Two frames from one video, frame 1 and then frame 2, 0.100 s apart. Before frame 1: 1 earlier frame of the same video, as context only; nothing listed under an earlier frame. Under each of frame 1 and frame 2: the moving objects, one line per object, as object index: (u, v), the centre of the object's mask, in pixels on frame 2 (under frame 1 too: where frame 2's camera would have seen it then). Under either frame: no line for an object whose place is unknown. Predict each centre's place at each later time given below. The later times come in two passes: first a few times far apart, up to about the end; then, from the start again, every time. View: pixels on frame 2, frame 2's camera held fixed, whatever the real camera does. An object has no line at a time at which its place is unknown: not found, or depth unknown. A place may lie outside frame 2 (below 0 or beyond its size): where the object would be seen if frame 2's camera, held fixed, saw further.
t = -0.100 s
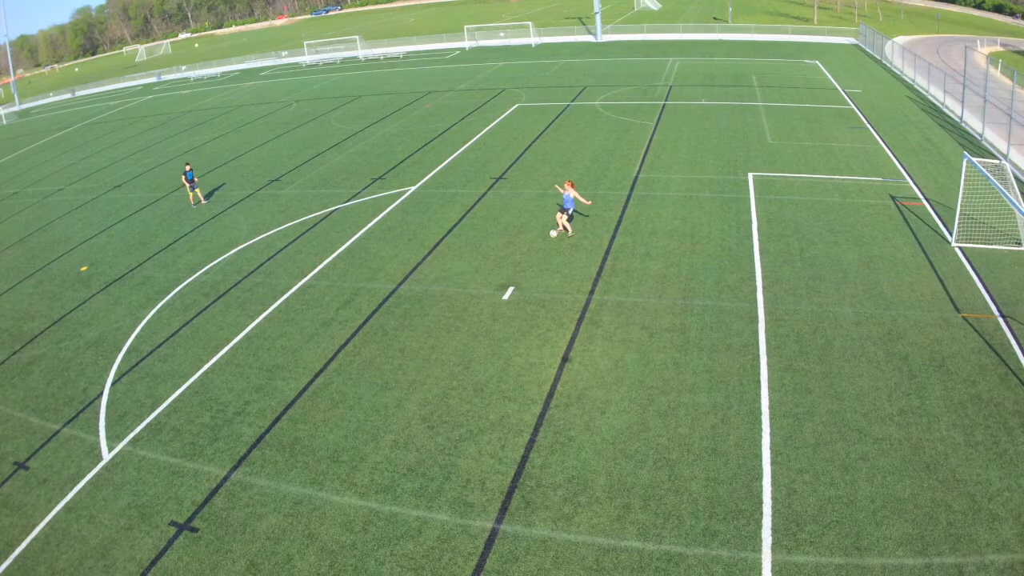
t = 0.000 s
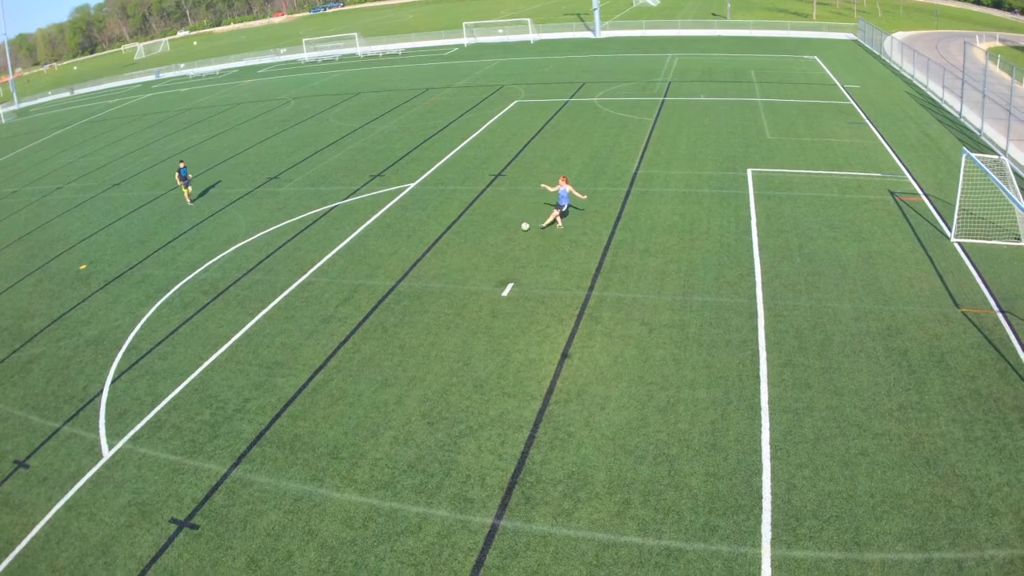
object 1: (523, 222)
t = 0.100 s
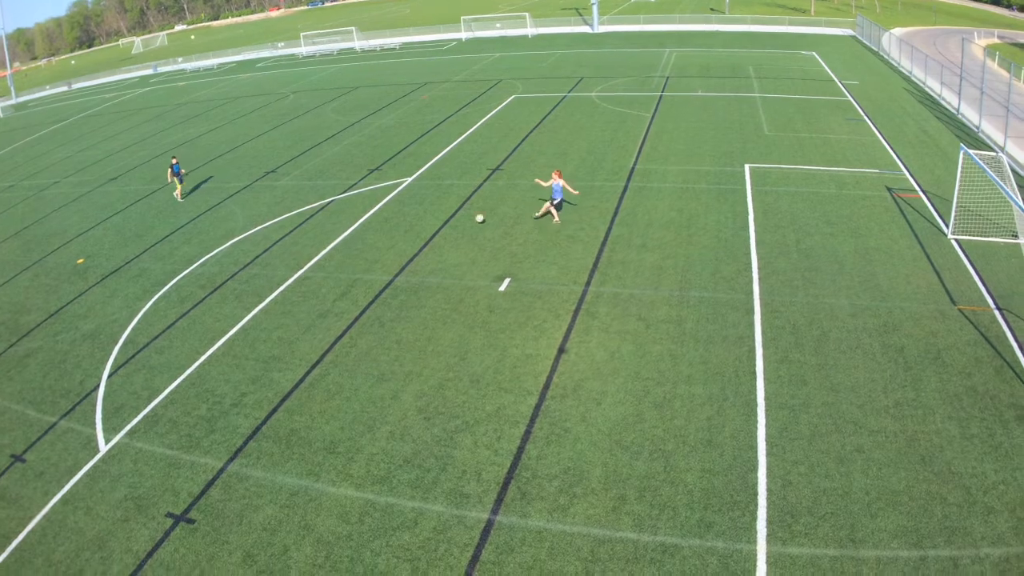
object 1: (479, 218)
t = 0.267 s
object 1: (413, 220)
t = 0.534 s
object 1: (333, 218)
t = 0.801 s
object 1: (277, 216)
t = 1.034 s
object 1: (241, 214)
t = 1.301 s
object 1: (208, 214)
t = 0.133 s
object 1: (465, 218)
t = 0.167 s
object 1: (451, 218)
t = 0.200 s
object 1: (439, 218)
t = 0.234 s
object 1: (426, 219)
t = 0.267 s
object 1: (413, 220)
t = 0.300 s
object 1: (400, 221)
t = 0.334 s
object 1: (390, 220)
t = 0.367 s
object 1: (380, 219)
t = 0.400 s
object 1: (370, 219)
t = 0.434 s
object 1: (360, 218)
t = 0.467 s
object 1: (351, 217)
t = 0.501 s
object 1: (342, 218)
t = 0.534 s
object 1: (333, 218)
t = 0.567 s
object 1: (325, 218)
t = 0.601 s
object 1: (317, 219)
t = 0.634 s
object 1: (310, 218)
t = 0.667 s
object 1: (303, 217)
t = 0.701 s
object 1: (297, 216)
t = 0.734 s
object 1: (290, 216)
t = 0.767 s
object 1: (284, 216)
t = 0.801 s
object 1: (277, 216)
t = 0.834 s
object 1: (272, 217)
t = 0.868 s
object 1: (266, 217)
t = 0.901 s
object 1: (261, 215)
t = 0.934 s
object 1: (256, 214)
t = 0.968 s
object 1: (251, 214)
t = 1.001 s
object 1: (246, 214)
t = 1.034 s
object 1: (241, 214)
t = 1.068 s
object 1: (237, 214)
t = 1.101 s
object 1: (233, 215)
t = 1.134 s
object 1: (228, 215)
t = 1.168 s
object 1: (224, 214)
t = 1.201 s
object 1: (220, 214)
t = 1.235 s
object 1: (215, 213)
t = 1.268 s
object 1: (212, 213)
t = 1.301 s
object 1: (208, 214)
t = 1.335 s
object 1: (204, 213)
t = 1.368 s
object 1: (200, 213)
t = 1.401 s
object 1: (196, 213)
